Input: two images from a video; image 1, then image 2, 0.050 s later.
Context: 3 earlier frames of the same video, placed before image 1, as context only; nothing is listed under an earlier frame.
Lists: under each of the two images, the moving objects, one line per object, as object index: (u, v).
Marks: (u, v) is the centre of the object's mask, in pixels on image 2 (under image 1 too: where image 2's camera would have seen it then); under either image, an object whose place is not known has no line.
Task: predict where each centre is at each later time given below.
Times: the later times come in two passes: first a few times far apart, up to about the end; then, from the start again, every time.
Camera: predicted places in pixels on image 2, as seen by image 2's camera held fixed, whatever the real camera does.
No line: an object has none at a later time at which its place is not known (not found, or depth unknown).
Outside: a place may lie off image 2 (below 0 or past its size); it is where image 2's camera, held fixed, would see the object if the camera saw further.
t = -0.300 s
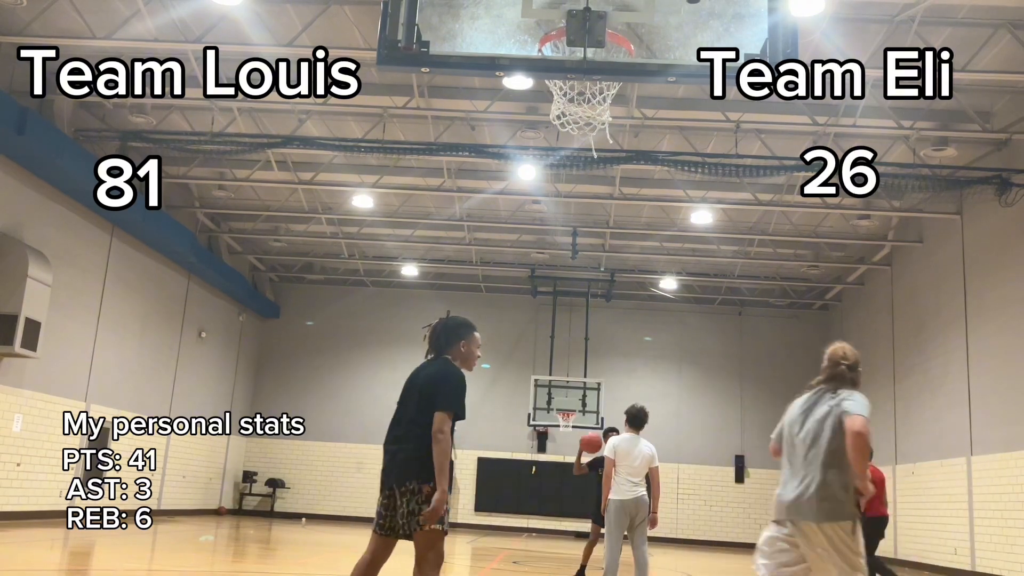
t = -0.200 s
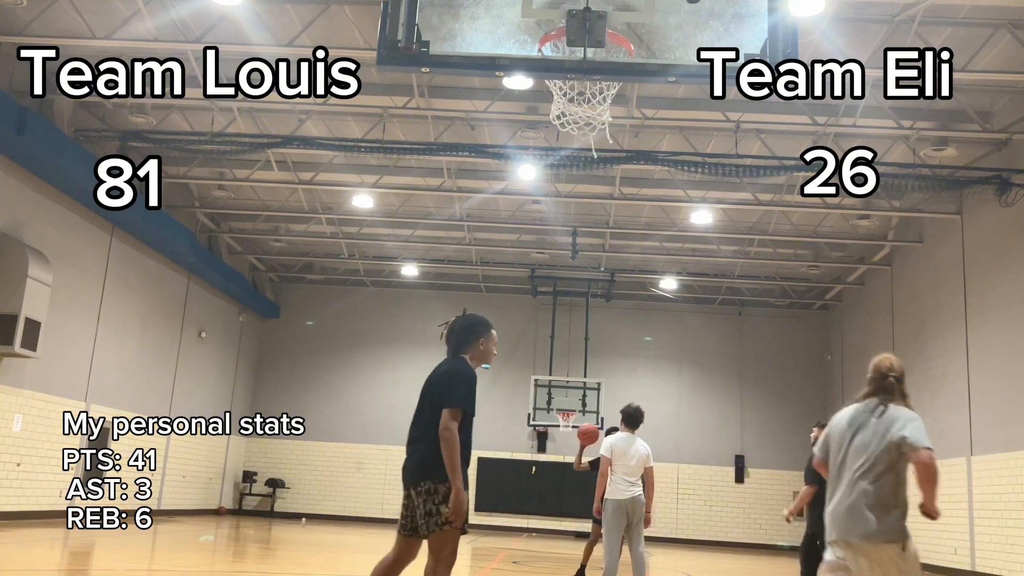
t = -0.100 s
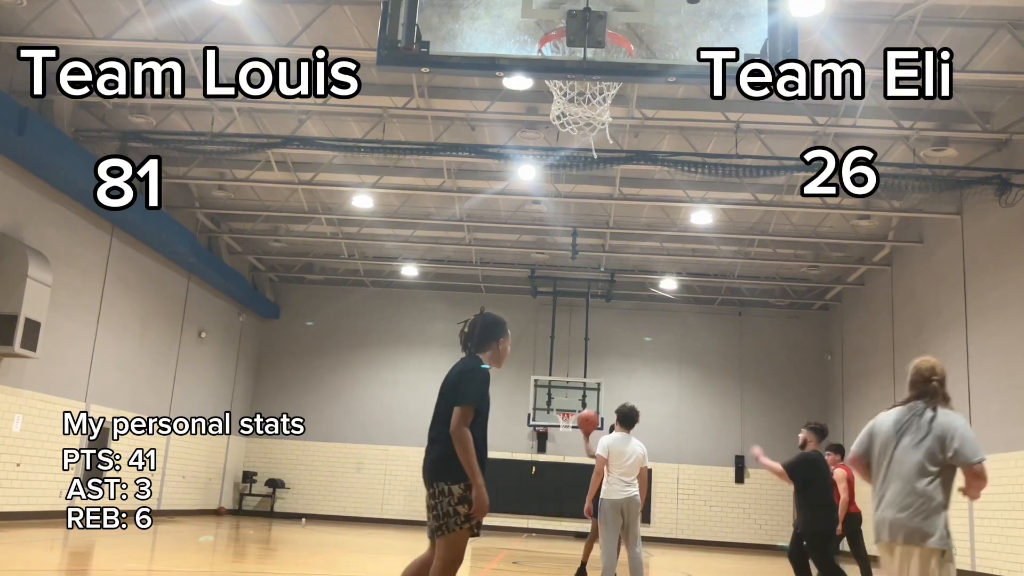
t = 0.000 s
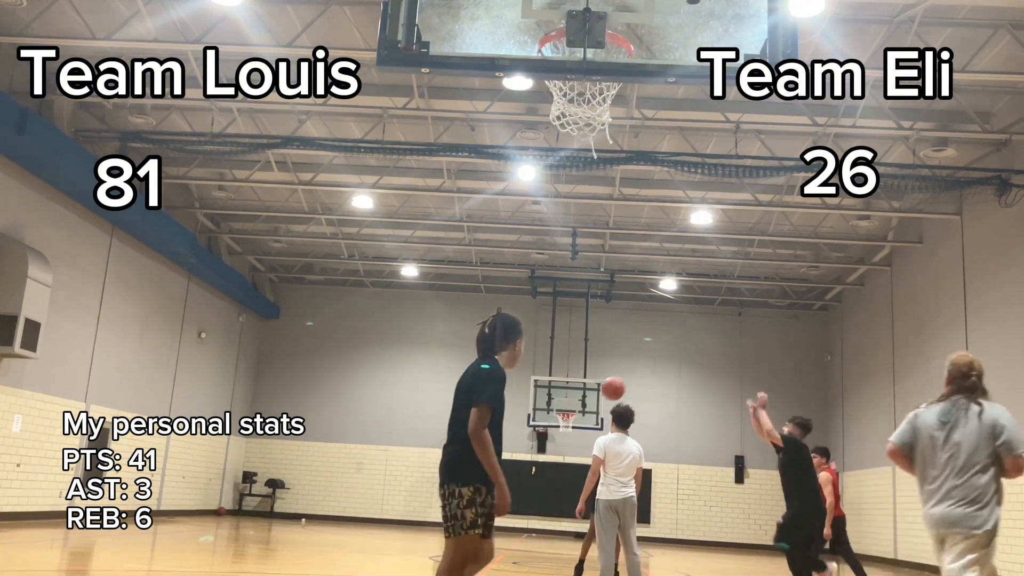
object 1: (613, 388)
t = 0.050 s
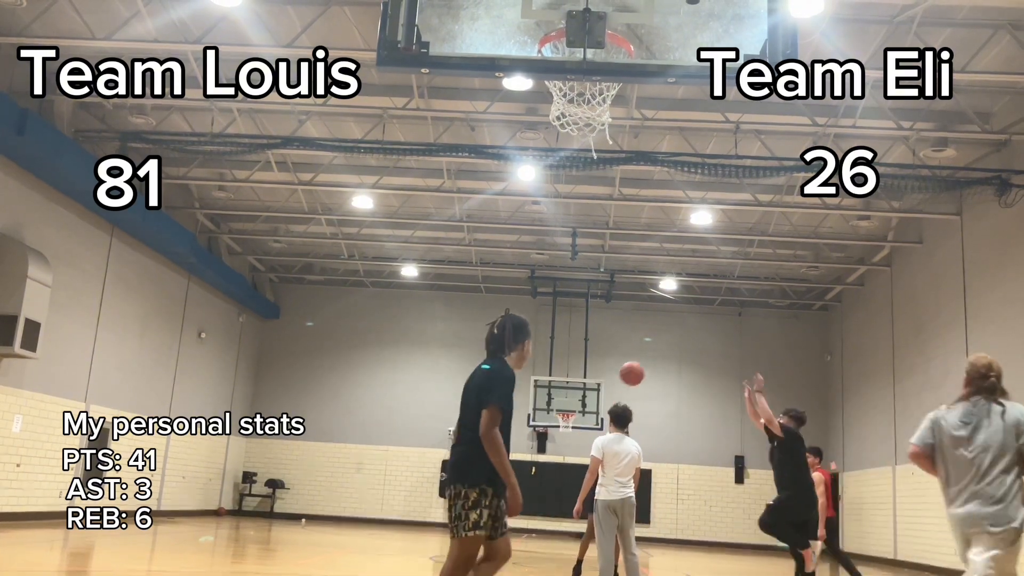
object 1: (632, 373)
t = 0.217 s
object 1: (706, 334)
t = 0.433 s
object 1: (843, 320)
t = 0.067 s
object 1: (638, 369)
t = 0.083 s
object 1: (645, 364)
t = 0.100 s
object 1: (652, 359)
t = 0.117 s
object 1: (660, 355)
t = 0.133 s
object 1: (667, 351)
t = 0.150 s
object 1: (674, 347)
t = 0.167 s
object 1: (682, 344)
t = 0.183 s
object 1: (690, 340)
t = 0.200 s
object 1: (698, 337)
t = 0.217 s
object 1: (706, 334)
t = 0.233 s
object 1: (716, 331)
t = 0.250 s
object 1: (724, 330)
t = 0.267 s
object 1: (733, 327)
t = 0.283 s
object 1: (742, 325)
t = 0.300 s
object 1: (752, 323)
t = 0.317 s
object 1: (763, 321)
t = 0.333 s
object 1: (773, 320)
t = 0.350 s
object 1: (784, 319)
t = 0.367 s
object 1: (794, 319)
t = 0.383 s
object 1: (806, 318)
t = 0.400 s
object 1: (818, 318)
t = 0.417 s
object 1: (830, 318)
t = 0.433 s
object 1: (843, 320)
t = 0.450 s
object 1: (856, 320)
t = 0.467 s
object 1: (869, 322)
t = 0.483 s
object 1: (884, 325)
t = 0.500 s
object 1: (899, 327)
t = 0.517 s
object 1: (914, 331)
